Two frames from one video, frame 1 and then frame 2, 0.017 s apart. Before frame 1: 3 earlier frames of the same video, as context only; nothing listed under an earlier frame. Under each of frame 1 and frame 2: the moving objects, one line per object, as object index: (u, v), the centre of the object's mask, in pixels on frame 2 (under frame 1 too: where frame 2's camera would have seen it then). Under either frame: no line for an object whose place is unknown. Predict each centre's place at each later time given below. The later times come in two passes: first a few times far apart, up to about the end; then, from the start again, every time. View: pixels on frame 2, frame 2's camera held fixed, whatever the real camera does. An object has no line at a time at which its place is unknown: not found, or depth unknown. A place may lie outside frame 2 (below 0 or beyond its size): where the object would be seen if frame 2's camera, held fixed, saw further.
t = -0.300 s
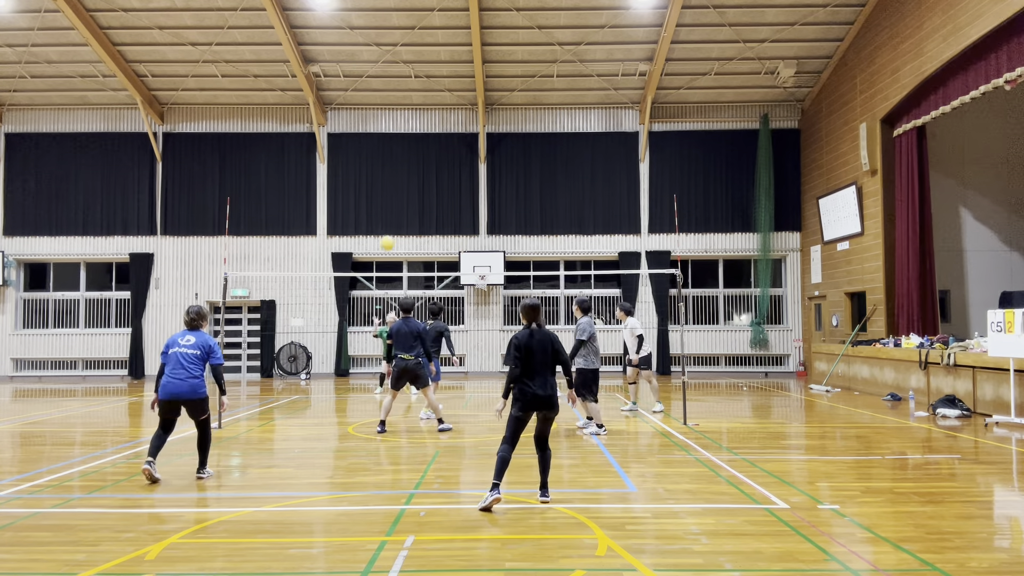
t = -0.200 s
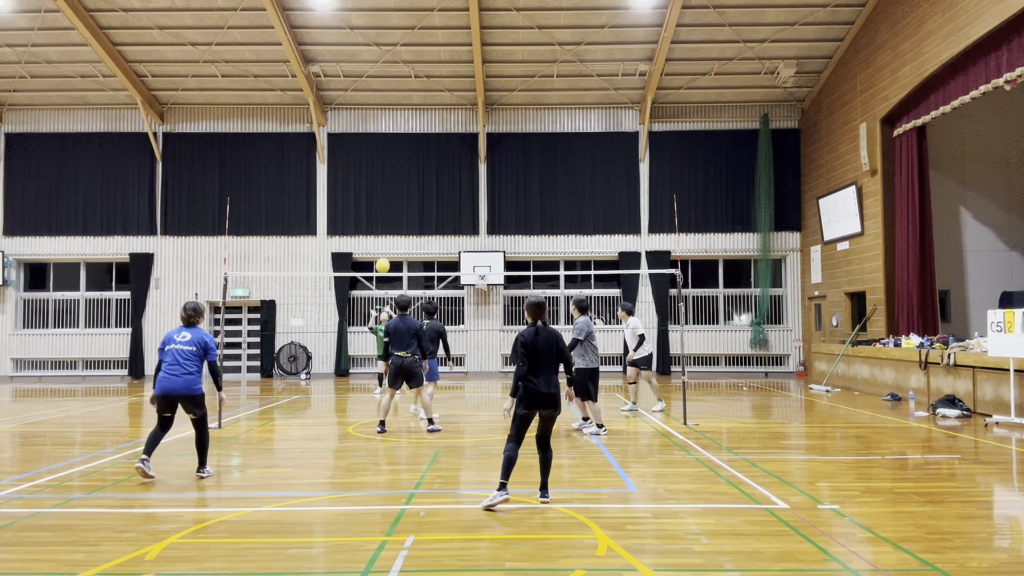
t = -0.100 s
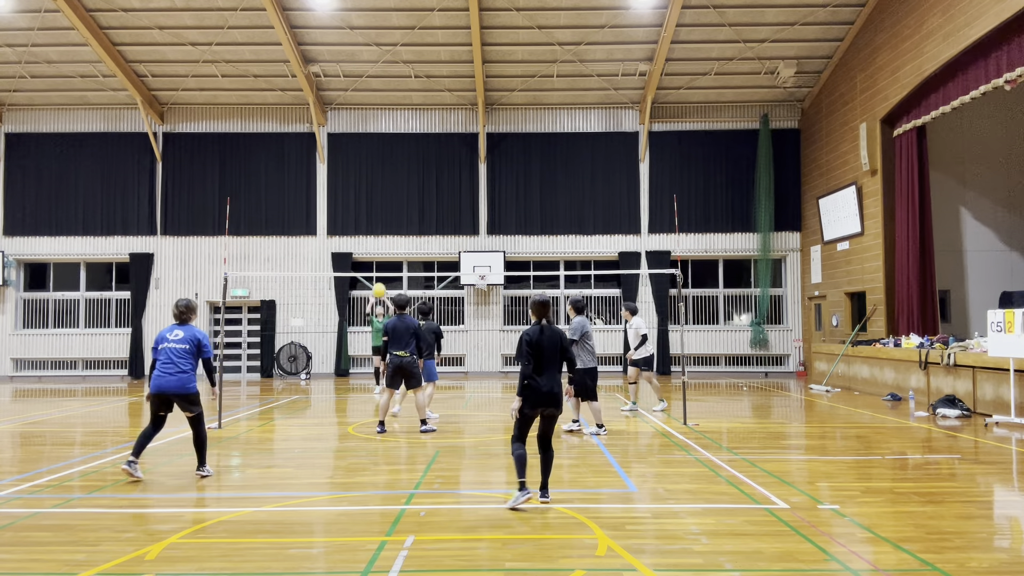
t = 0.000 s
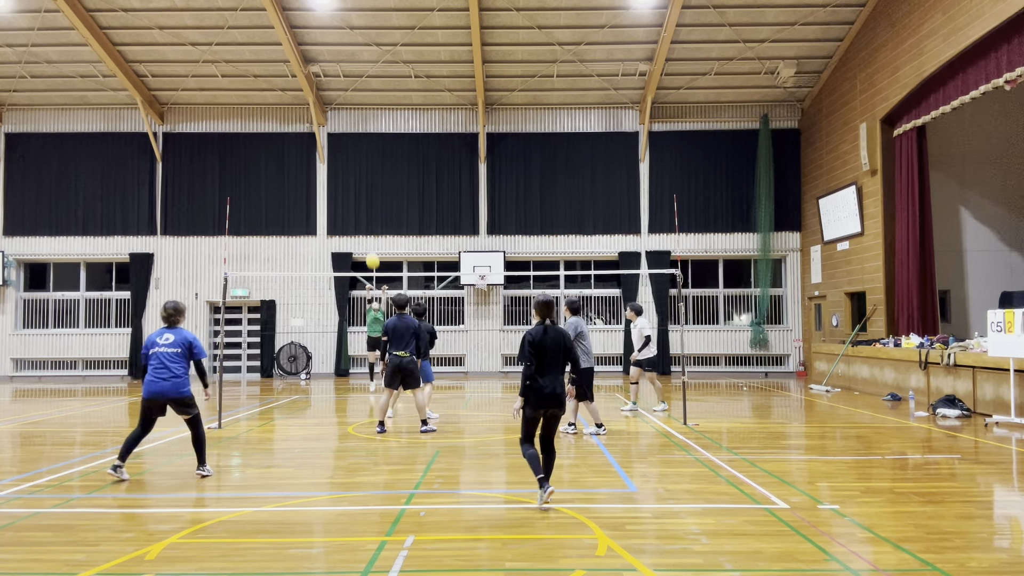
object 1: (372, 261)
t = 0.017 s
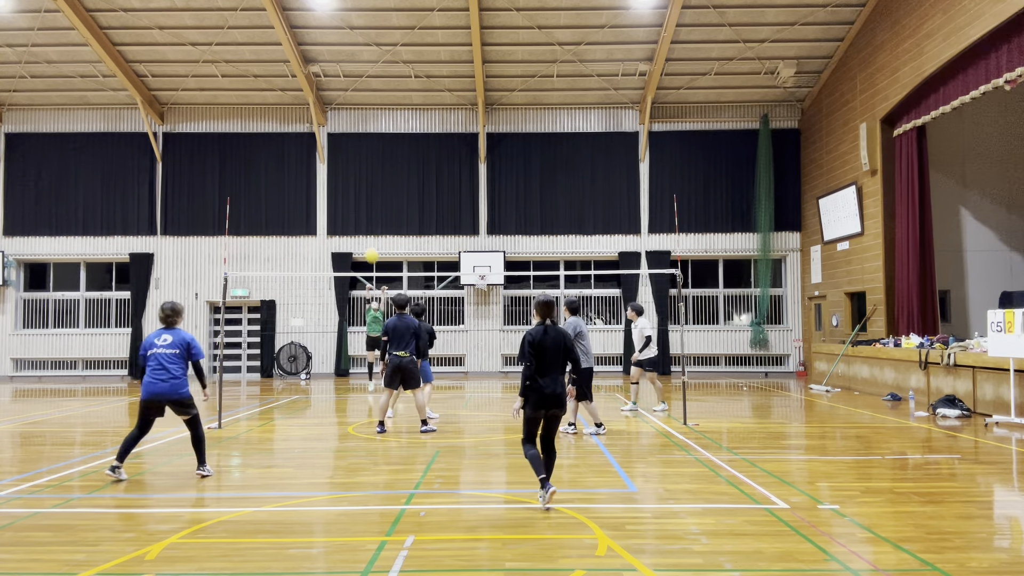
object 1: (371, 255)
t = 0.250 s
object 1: (359, 188)
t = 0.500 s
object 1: (346, 147)
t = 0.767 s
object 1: (333, 140)
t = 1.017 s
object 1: (320, 167)
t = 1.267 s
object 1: (309, 229)
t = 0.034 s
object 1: (371, 249)
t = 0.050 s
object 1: (370, 243)
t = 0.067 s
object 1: (369, 237)
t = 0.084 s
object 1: (368, 232)
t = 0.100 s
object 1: (367, 228)
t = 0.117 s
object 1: (366, 223)
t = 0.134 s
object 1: (365, 218)
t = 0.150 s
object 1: (364, 214)
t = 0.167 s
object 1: (363, 209)
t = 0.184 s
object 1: (362, 205)
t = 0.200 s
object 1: (362, 200)
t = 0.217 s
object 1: (361, 196)
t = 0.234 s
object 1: (360, 192)
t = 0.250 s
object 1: (359, 188)
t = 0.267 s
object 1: (358, 185)
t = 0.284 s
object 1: (357, 181)
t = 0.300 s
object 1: (356, 178)
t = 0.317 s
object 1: (355, 174)
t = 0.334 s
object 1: (355, 171)
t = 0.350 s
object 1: (354, 168)
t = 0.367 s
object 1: (353, 165)
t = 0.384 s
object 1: (352, 163)
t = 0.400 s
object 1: (351, 160)
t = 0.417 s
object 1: (351, 158)
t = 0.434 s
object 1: (350, 155)
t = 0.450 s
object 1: (349, 153)
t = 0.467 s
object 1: (348, 151)
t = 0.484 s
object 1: (347, 149)
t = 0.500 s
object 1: (346, 147)
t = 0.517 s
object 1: (346, 146)
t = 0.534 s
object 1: (345, 144)
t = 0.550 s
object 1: (344, 143)
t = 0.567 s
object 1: (343, 142)
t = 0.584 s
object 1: (342, 141)
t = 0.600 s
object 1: (342, 140)
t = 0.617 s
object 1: (341, 139)
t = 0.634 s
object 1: (340, 139)
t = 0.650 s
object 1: (339, 138)
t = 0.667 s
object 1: (338, 138)
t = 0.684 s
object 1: (337, 138)
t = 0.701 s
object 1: (336, 138)
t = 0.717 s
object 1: (336, 138)
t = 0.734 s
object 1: (335, 139)
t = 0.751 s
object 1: (334, 139)
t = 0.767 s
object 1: (333, 140)
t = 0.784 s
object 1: (333, 140)
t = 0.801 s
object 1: (332, 141)
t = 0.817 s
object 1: (331, 142)
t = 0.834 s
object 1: (330, 143)
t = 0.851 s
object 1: (329, 145)
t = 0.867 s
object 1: (328, 146)
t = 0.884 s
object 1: (327, 148)
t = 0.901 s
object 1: (327, 150)
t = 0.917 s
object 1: (326, 152)
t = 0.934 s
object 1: (325, 154)
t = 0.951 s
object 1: (324, 156)
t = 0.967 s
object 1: (323, 158)
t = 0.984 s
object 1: (322, 161)
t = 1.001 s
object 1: (321, 164)
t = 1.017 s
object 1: (320, 167)
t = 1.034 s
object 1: (319, 170)
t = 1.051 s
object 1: (319, 173)
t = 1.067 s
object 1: (317, 177)
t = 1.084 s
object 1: (317, 180)
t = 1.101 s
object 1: (316, 184)
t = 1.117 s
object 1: (315, 188)
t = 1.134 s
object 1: (315, 192)
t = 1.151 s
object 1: (314, 196)
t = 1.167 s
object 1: (313, 201)
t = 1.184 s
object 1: (312, 205)
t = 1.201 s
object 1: (312, 210)
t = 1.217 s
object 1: (311, 215)
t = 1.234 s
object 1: (310, 220)
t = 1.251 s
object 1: (309, 225)
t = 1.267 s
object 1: (309, 229)
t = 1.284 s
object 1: (308, 234)
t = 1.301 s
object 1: (307, 240)
